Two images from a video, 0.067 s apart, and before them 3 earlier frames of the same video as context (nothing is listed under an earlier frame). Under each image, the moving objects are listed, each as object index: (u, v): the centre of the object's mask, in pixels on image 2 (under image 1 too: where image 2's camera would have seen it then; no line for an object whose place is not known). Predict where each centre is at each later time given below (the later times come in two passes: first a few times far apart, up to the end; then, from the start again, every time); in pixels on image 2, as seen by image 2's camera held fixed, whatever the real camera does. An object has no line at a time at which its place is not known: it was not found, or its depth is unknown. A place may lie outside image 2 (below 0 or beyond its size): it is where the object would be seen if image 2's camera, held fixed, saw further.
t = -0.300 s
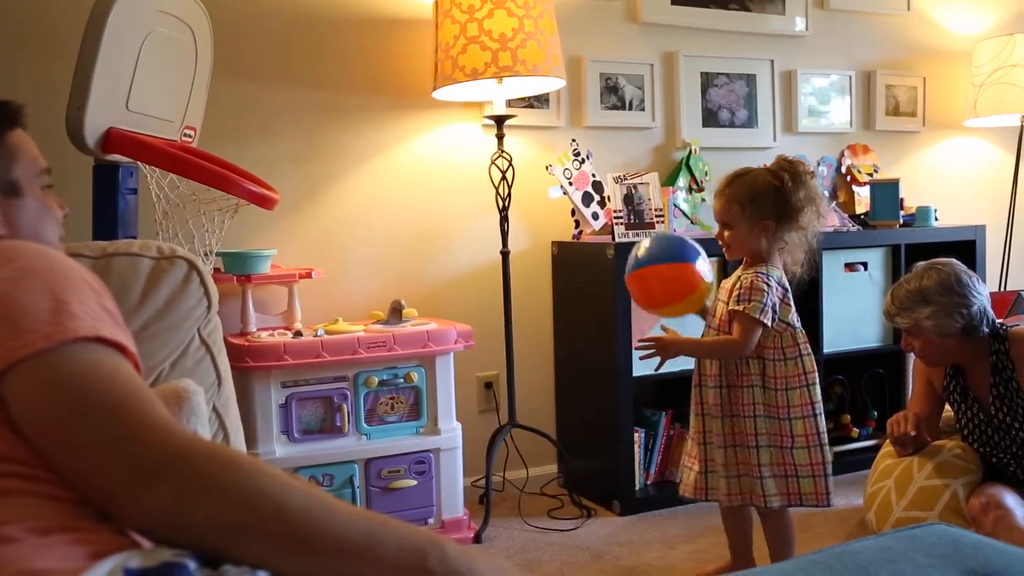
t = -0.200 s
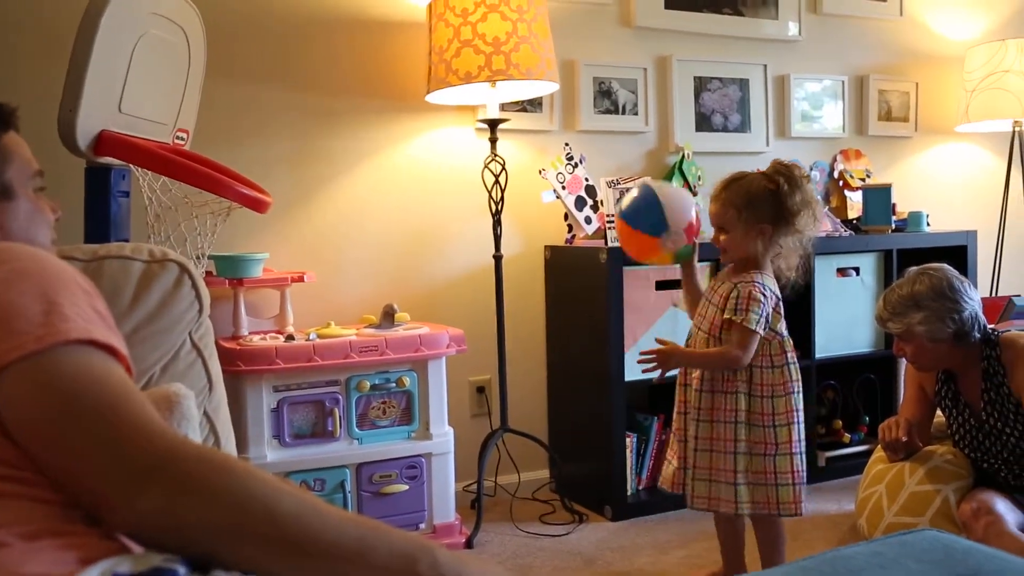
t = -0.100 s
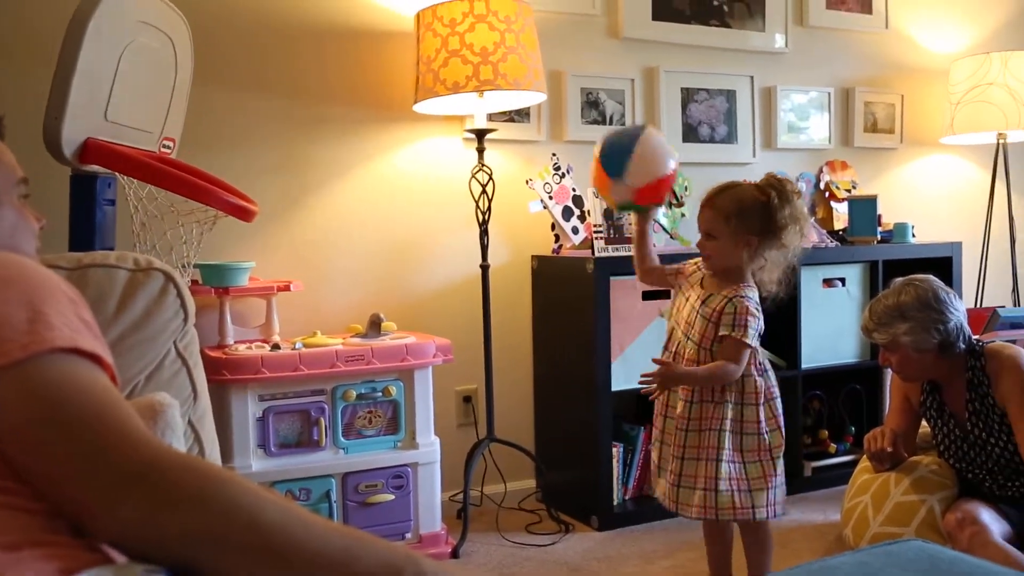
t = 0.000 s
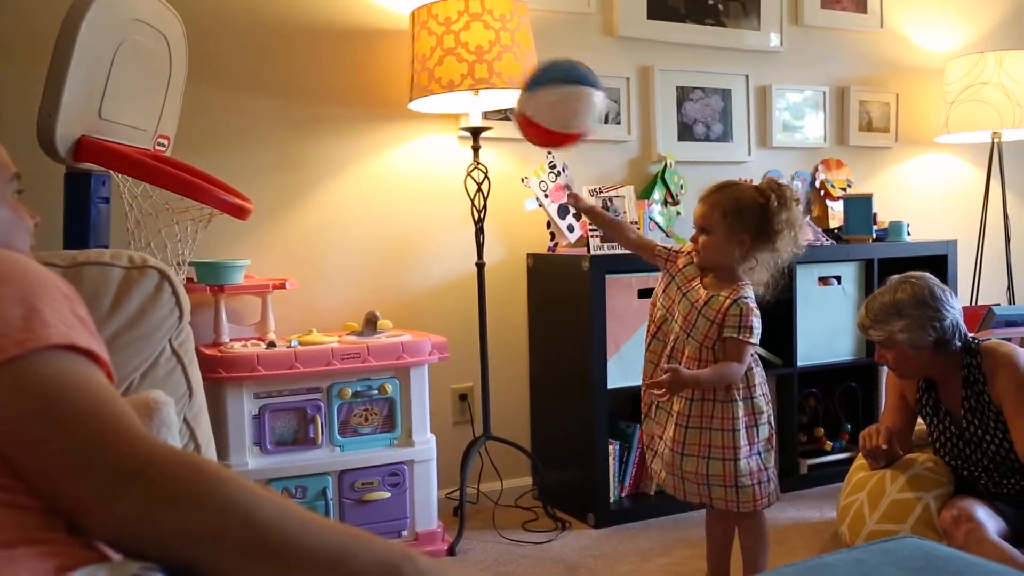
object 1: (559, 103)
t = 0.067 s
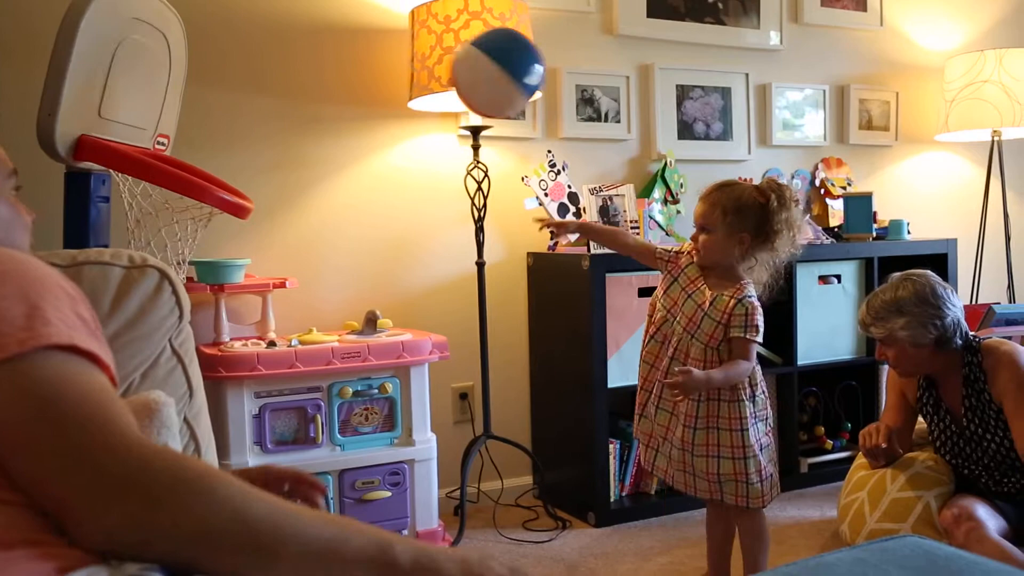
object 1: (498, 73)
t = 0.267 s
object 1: (304, 85)
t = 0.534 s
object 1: (218, 200)
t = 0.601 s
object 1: (233, 247)
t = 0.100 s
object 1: (464, 64)
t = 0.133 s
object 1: (432, 60)
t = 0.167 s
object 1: (400, 59)
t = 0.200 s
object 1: (369, 65)
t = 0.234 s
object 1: (336, 74)
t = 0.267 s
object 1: (304, 85)
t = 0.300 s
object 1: (272, 102)
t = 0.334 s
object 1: (240, 124)
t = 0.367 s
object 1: (215, 149)
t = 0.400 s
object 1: (214, 149)
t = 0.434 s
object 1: (216, 154)
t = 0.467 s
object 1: (216, 164)
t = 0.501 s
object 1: (217, 179)
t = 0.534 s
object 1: (218, 200)
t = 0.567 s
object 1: (219, 229)
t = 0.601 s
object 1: (233, 247)
